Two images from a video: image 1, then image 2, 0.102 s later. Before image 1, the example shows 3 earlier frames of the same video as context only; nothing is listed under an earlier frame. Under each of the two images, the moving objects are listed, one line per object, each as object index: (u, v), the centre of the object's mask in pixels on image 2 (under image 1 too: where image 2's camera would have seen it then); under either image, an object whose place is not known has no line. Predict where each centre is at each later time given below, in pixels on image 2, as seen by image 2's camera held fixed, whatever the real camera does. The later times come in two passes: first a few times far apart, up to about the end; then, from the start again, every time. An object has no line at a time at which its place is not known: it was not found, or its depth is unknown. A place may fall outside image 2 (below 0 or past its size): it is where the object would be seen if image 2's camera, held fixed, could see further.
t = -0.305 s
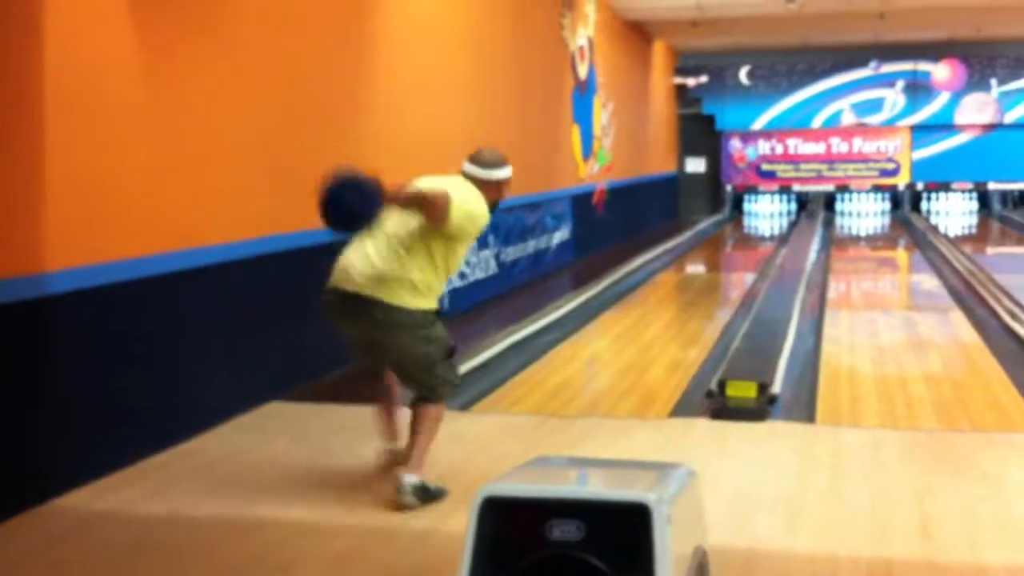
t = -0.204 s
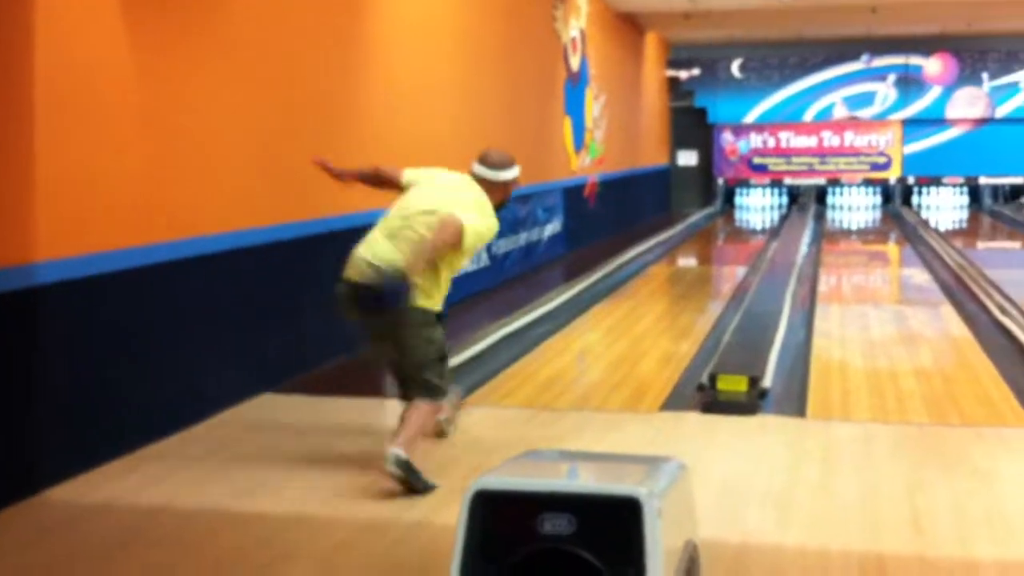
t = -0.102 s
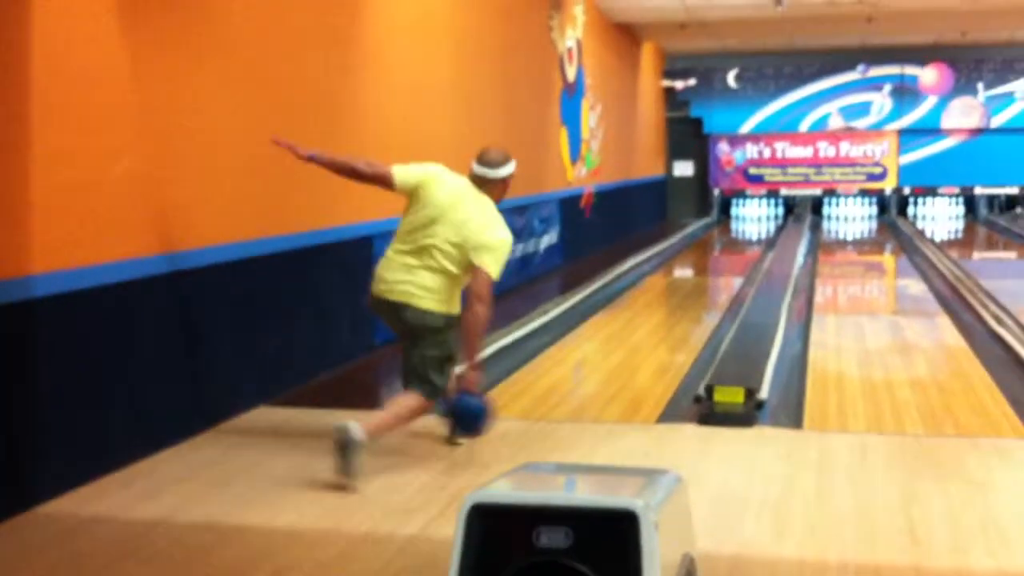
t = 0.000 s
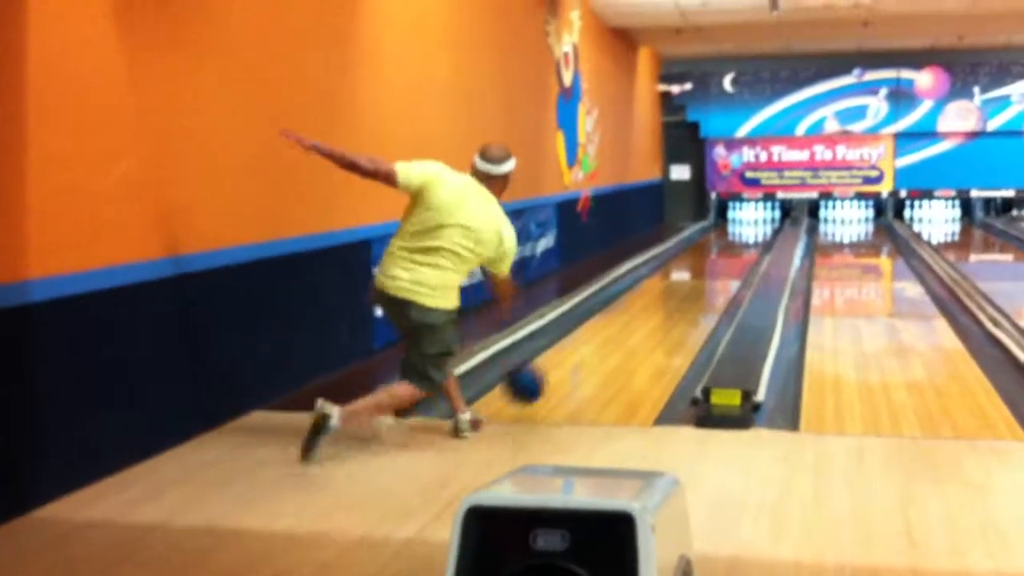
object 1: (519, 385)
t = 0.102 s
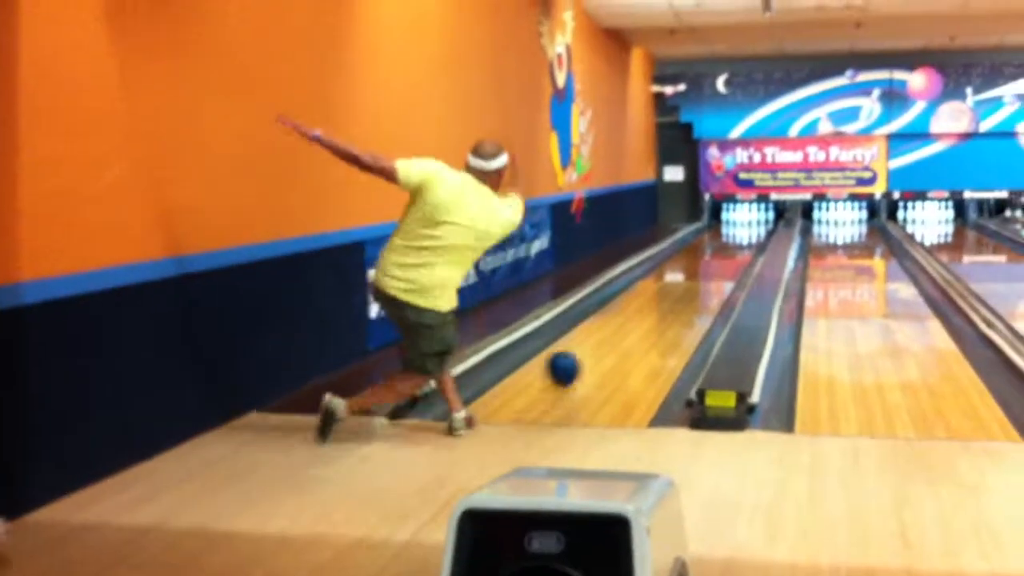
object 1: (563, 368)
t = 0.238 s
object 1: (605, 336)
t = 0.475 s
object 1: (653, 297)
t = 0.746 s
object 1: (688, 269)
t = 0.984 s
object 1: (708, 252)
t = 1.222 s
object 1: (722, 241)
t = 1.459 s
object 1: (736, 230)
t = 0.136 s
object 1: (575, 360)
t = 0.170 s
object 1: (585, 349)
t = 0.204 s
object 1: (596, 342)
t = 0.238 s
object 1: (605, 336)
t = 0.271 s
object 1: (613, 329)
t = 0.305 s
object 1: (621, 323)
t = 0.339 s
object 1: (628, 317)
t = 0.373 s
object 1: (635, 311)
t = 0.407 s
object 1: (642, 306)
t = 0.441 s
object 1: (647, 301)
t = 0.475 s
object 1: (653, 297)
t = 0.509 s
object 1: (659, 293)
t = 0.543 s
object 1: (663, 290)
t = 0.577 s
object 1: (667, 286)
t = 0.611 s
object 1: (671, 282)
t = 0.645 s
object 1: (677, 278)
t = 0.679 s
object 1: (680, 275)
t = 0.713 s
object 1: (685, 271)
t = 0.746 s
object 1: (688, 269)
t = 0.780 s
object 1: (691, 266)
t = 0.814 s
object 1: (695, 263)
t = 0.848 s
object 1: (697, 262)
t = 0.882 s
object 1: (701, 258)
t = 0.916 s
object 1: (703, 256)
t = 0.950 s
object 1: (706, 254)
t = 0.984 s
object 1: (708, 252)
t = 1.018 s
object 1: (710, 249)
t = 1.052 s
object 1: (713, 247)
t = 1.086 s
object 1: (715, 246)
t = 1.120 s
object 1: (716, 245)
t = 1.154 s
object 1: (719, 244)
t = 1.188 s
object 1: (721, 243)
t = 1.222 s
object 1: (722, 241)
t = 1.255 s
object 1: (726, 239)
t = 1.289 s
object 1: (727, 238)
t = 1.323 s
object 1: (729, 235)
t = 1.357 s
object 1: (731, 235)
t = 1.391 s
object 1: (733, 233)
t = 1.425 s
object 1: (733, 232)
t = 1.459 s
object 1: (736, 230)
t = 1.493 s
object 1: (737, 229)
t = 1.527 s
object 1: (738, 227)
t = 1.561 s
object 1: (739, 227)
